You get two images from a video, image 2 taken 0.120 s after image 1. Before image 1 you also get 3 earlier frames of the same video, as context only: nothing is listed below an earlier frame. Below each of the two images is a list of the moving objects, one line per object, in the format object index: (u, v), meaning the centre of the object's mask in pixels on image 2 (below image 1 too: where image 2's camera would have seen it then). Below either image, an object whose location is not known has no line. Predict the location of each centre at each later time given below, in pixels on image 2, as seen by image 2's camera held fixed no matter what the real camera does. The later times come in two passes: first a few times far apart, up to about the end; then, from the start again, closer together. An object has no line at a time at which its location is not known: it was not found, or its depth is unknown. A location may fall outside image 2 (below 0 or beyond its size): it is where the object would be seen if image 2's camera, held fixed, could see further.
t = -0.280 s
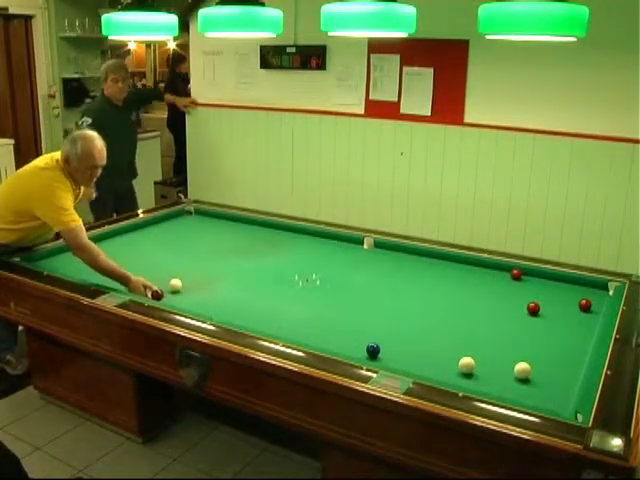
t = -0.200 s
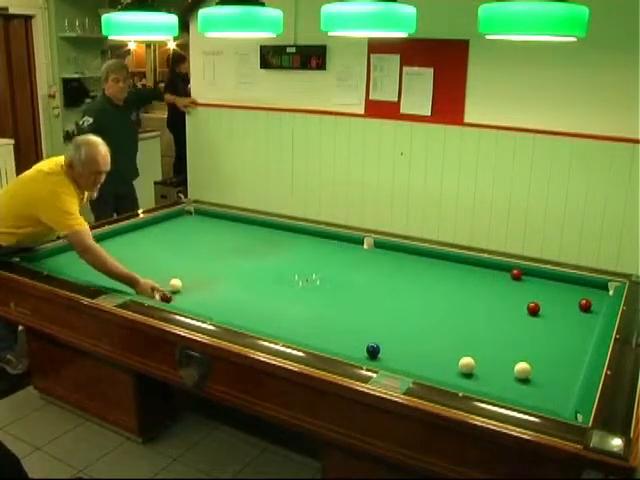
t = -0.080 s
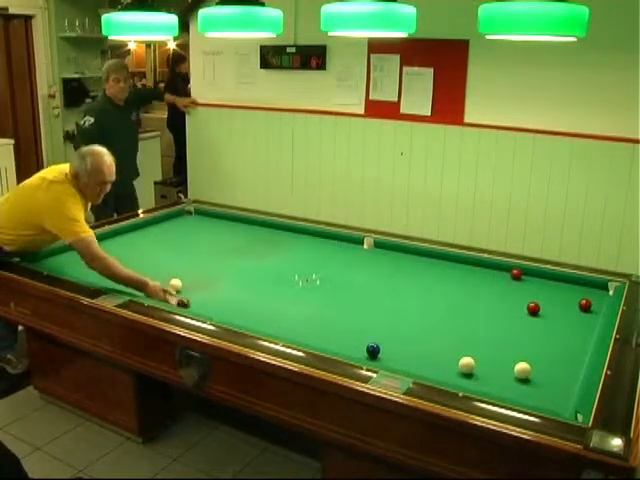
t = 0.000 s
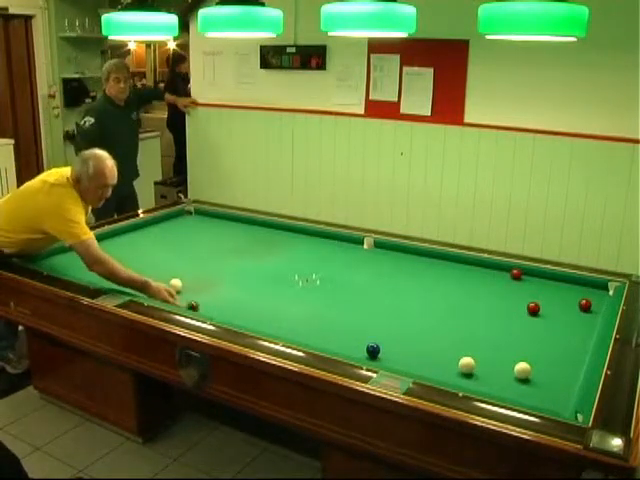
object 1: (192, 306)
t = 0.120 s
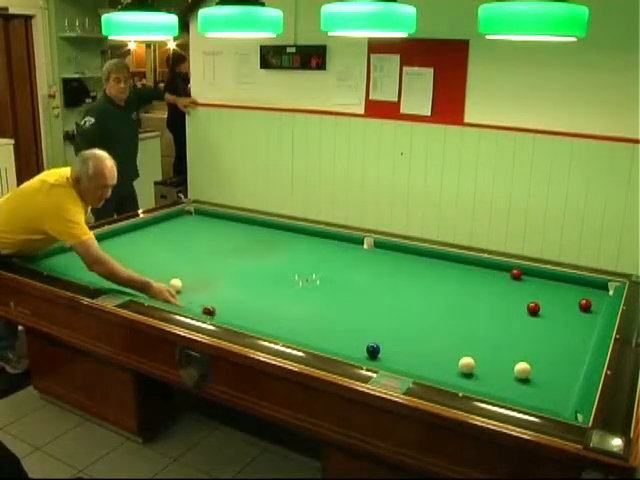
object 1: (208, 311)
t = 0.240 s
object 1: (224, 315)
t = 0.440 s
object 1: (251, 324)
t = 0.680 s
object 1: (286, 332)
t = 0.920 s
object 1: (323, 343)
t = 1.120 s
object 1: (354, 352)
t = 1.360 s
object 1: (393, 362)
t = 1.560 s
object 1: (428, 371)
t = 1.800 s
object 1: (470, 382)
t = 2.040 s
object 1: (514, 394)
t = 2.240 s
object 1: (552, 405)
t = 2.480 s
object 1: (547, 403)
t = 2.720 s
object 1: (523, 396)
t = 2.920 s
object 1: (503, 392)
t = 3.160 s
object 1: (482, 386)
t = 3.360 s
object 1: (466, 381)
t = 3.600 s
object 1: (447, 377)
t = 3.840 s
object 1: (430, 373)
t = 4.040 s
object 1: (416, 369)
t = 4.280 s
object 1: (400, 365)
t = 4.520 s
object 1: (386, 360)
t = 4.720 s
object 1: (375, 357)
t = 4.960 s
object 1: (365, 355)
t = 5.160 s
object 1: (353, 351)
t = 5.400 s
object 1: (341, 348)
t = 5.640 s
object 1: (331, 344)
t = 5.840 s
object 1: (323, 342)
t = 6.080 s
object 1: (314, 340)
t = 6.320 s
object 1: (307, 337)
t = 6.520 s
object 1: (301, 335)
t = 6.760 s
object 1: (294, 333)
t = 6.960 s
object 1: (289, 331)
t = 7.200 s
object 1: (283, 330)
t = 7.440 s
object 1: (278, 328)
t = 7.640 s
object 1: (275, 327)
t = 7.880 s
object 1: (270, 326)
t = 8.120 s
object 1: (266, 325)
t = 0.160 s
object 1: (213, 313)
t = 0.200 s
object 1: (218, 314)
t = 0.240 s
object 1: (224, 315)
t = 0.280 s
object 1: (230, 317)
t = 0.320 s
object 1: (235, 318)
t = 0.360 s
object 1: (240, 320)
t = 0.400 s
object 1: (246, 322)
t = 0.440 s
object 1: (251, 324)
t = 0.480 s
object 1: (257, 325)
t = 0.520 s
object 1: (263, 326)
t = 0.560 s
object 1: (269, 328)
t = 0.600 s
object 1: (275, 330)
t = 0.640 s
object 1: (280, 331)
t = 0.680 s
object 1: (286, 332)
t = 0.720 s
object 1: (292, 334)
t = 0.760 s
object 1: (298, 336)
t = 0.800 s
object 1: (304, 338)
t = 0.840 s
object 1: (310, 339)
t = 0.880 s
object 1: (316, 341)
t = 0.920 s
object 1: (323, 343)
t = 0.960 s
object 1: (329, 345)
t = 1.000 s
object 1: (335, 346)
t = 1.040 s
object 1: (341, 348)
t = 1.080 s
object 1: (347, 349)
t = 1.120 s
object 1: (354, 352)
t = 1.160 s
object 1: (360, 354)
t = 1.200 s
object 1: (367, 355)
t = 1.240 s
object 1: (374, 357)
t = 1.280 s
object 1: (380, 358)
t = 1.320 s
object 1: (387, 360)
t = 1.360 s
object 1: (393, 362)
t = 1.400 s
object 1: (400, 364)
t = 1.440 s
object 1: (407, 366)
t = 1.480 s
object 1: (414, 367)
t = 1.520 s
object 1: (422, 369)
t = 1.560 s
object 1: (428, 371)
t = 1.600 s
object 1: (435, 374)
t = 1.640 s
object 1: (442, 375)
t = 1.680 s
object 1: (449, 377)
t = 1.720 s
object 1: (455, 379)
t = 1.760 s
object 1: (462, 381)
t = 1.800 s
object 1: (470, 382)
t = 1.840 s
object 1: (477, 384)
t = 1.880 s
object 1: (485, 387)
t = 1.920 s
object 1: (492, 388)
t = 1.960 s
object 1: (499, 390)
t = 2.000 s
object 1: (506, 392)
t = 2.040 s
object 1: (514, 394)
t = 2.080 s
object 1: (520, 396)
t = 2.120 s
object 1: (527, 398)
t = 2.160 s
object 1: (536, 400)
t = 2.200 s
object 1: (543, 402)
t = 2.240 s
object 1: (552, 405)
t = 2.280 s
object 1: (559, 407)
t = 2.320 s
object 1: (565, 409)
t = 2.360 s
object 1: (560, 407)
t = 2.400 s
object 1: (555, 406)
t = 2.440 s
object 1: (551, 404)
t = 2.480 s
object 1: (547, 403)
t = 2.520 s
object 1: (543, 402)
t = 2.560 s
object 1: (539, 401)
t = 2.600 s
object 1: (535, 400)
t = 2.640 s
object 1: (531, 399)
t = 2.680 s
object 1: (527, 398)
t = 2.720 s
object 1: (523, 396)
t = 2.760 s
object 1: (519, 396)
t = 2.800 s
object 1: (515, 395)
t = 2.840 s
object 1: (511, 394)
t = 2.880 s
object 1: (507, 393)
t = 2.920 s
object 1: (503, 392)
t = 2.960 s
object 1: (500, 391)
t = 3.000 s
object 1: (496, 390)
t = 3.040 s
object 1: (493, 389)
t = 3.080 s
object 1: (489, 388)
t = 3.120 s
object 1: (486, 387)
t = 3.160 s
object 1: (482, 386)
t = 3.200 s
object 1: (479, 386)
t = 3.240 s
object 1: (476, 385)
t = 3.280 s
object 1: (473, 384)
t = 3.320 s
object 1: (470, 383)
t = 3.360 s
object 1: (466, 381)
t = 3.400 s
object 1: (463, 381)
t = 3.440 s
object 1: (460, 380)
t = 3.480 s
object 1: (456, 380)
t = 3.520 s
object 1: (453, 379)
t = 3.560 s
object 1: (450, 378)
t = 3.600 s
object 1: (447, 377)
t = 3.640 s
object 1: (444, 376)
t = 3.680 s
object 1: (441, 375)
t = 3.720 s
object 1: (439, 375)
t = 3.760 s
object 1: (436, 374)
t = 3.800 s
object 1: (432, 373)
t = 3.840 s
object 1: (430, 373)
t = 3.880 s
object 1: (426, 372)
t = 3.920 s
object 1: (424, 371)
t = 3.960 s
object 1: (421, 370)
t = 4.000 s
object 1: (418, 370)
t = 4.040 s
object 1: (416, 369)
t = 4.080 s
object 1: (413, 368)
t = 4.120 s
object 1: (410, 367)
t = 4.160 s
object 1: (408, 367)
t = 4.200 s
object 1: (405, 366)
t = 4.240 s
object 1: (402, 365)
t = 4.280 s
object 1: (400, 365)
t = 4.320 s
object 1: (397, 364)
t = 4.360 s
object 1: (395, 363)
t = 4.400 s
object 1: (392, 363)
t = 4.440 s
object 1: (390, 362)
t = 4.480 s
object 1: (389, 362)
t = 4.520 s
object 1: (386, 360)
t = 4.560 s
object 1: (384, 360)
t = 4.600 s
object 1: (382, 359)
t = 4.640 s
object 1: (380, 359)
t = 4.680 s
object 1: (377, 358)
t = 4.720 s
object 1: (375, 357)
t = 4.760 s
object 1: (373, 357)
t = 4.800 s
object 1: (371, 356)
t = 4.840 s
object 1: (369, 356)
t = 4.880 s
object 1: (368, 355)
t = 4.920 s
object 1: (366, 356)
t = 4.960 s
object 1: (365, 355)
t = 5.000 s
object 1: (360, 354)
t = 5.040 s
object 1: (358, 352)
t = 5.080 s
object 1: (356, 352)
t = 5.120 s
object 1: (355, 352)
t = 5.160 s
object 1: (353, 351)
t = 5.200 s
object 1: (350, 350)
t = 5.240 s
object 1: (348, 350)
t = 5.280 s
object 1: (346, 349)
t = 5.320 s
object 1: (345, 349)
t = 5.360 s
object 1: (343, 348)
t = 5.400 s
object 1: (341, 348)
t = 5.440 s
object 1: (340, 347)
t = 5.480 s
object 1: (338, 346)
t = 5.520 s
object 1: (336, 346)
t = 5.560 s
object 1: (335, 345)
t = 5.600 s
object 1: (333, 345)
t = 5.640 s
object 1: (331, 344)
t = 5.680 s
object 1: (329, 344)
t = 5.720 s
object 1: (328, 344)
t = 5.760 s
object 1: (327, 343)
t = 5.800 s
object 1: (325, 343)
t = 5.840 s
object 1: (323, 342)
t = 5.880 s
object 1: (322, 342)
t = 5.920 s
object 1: (320, 342)
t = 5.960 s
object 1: (318, 341)
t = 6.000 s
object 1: (317, 341)
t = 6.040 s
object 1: (316, 341)
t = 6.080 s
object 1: (314, 340)
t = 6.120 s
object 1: (313, 339)
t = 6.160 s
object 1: (311, 339)
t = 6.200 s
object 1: (310, 338)
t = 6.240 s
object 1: (309, 338)
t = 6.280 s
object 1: (308, 338)
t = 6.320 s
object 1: (307, 337)
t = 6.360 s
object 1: (305, 337)
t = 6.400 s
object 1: (304, 336)
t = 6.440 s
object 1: (303, 336)
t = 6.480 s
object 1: (302, 336)
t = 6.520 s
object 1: (301, 335)
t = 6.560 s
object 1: (299, 335)
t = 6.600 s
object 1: (298, 335)
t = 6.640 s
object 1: (297, 334)
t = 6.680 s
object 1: (296, 334)
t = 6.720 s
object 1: (295, 333)
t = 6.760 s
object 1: (294, 333)
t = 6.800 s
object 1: (293, 333)
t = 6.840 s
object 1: (292, 332)
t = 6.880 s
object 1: (291, 332)
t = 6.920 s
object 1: (290, 332)
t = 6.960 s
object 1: (289, 331)
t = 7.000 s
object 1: (288, 331)
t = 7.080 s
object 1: (286, 330)
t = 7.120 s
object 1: (285, 330)
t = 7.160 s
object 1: (284, 329)
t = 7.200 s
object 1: (283, 330)
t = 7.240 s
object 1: (283, 330)
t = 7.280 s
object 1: (281, 329)
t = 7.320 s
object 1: (281, 329)
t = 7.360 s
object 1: (279, 329)
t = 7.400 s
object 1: (279, 328)
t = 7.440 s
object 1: (278, 328)
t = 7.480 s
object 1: (278, 328)
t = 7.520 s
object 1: (277, 328)
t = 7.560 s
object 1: (276, 328)
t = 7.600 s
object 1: (275, 327)
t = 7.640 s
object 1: (275, 327)
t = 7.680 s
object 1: (274, 327)
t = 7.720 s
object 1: (273, 327)
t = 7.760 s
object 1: (272, 327)
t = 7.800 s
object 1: (272, 327)
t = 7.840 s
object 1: (271, 326)
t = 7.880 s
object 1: (270, 326)
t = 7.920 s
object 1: (270, 326)
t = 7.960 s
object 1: (269, 326)
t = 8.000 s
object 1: (269, 326)
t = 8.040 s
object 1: (268, 325)
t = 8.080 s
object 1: (267, 325)
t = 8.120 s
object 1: (266, 325)
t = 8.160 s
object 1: (266, 325)
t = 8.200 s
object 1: (266, 324)
